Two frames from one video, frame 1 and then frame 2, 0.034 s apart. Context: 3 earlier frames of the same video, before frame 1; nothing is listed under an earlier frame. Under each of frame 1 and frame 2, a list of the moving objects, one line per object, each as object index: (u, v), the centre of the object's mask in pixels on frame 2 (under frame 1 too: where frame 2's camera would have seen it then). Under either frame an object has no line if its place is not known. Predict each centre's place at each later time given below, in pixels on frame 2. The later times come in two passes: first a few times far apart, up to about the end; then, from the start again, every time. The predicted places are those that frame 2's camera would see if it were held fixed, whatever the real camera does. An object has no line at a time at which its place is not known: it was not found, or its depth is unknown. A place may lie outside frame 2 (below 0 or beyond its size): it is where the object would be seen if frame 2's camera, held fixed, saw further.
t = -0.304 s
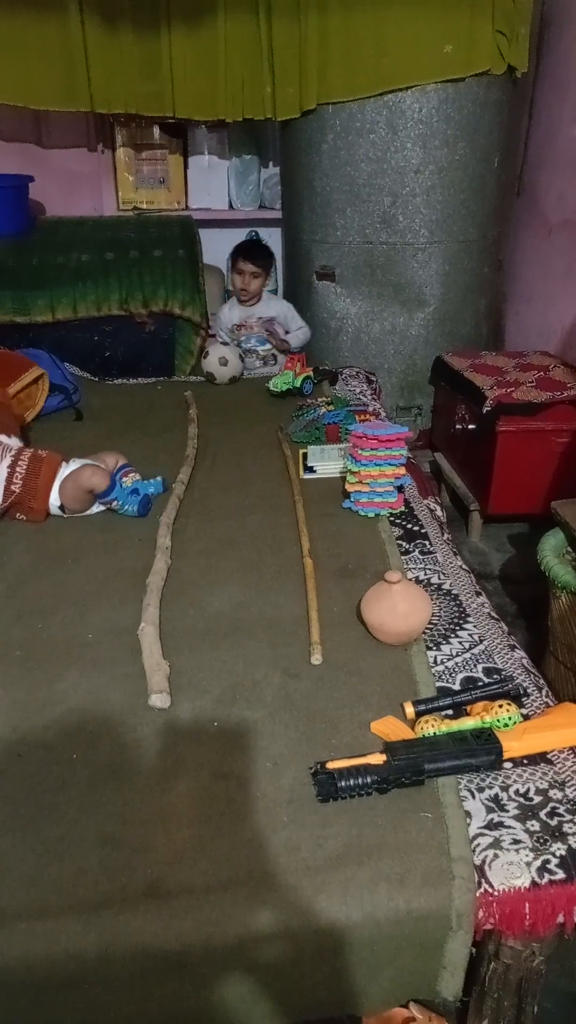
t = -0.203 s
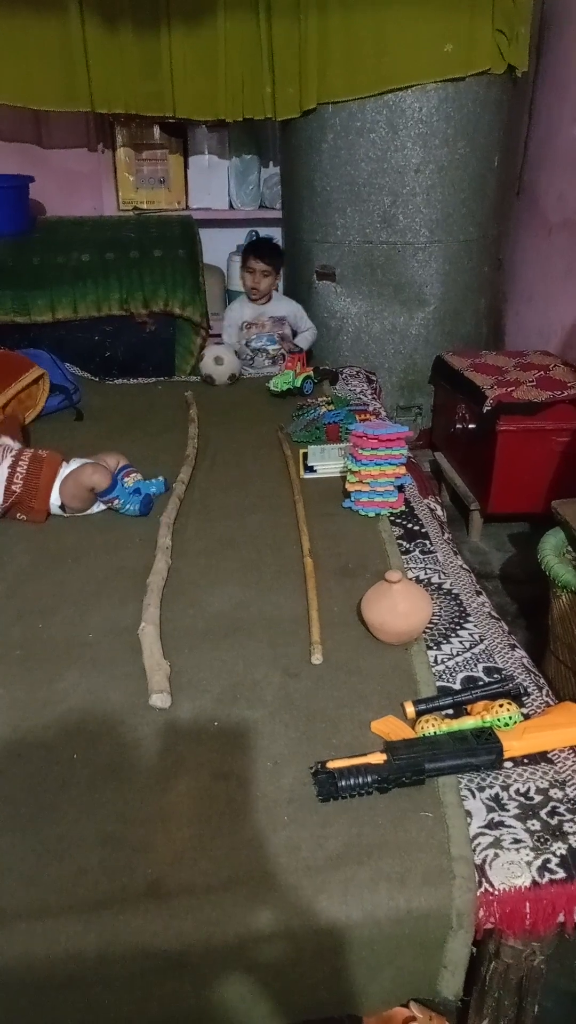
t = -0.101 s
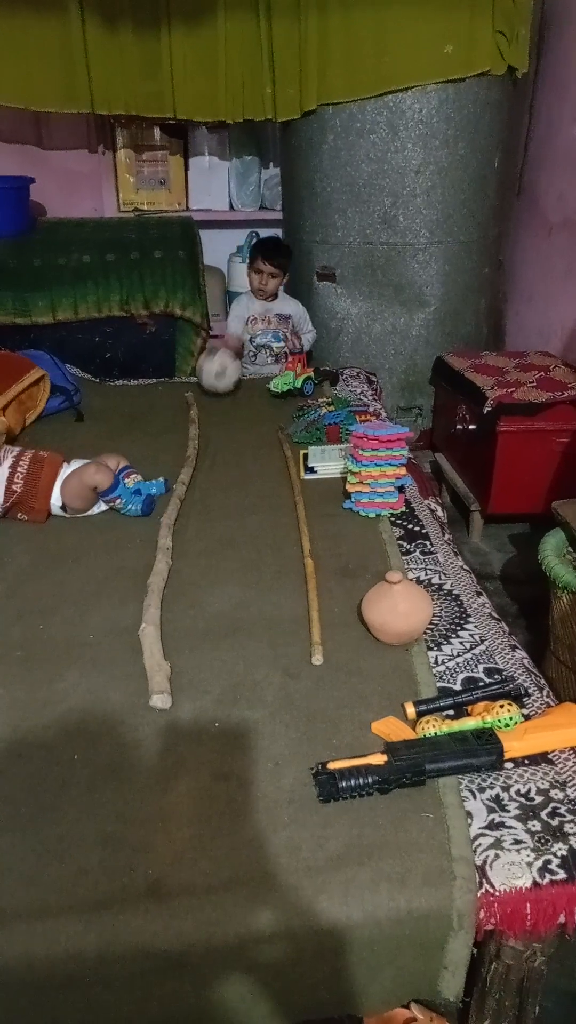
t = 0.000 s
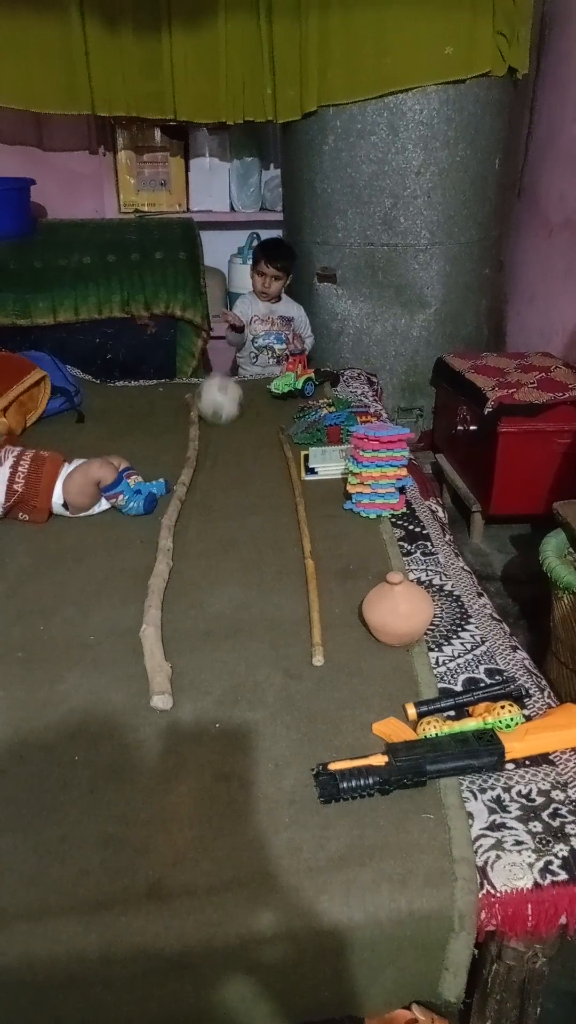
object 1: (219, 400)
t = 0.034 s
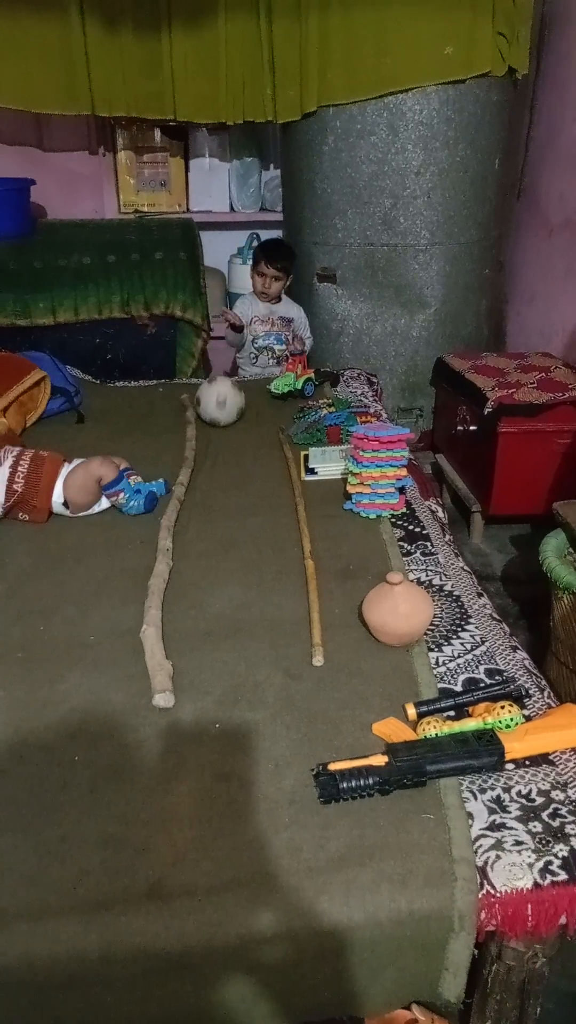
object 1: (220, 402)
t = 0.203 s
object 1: (227, 424)
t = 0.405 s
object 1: (235, 454)
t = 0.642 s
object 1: (233, 490)
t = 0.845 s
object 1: (220, 519)
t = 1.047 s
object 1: (196, 550)
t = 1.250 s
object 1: (195, 576)
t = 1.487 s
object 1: (201, 605)
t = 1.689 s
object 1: (202, 621)
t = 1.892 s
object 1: (207, 627)
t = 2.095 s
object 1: (204, 626)
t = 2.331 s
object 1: (202, 624)
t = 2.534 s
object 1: (202, 624)
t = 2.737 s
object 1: (202, 624)
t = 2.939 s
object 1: (202, 624)
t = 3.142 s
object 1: (202, 624)
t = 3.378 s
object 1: (202, 624)
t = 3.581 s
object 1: (202, 624)
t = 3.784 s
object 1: (202, 624)
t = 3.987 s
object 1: (202, 624)
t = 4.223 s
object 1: (202, 624)
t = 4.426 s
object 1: (202, 624)
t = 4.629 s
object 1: (202, 624)
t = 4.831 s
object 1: (202, 624)
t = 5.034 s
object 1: (201, 624)
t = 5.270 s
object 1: (201, 624)
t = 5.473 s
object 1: (202, 624)
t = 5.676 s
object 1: (201, 624)
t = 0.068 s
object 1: (221, 403)
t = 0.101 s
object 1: (223, 408)
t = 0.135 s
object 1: (224, 416)
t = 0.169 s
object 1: (225, 419)
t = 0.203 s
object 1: (227, 424)
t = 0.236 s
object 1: (228, 430)
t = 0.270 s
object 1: (230, 433)
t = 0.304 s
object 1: (232, 439)
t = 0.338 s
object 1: (233, 444)
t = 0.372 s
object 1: (234, 448)
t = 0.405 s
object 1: (235, 454)
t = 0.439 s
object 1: (234, 458)
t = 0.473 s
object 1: (234, 462)
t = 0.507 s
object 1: (234, 465)
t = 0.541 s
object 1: (234, 470)
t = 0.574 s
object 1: (234, 476)
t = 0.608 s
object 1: (234, 482)
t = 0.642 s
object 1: (233, 490)
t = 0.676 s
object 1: (232, 492)
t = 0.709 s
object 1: (230, 495)
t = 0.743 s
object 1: (228, 503)
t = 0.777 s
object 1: (225, 507)
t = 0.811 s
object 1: (223, 513)
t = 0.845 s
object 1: (220, 519)
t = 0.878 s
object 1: (217, 524)
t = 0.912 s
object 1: (213, 530)
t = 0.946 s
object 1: (209, 535)
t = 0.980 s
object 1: (205, 540)
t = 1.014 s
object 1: (200, 547)
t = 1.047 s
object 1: (196, 550)
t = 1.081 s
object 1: (195, 554)
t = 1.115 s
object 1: (195, 559)
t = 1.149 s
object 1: (194, 563)
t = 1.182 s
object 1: (194, 568)
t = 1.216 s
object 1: (195, 572)
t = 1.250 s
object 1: (195, 576)
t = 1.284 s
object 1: (195, 580)
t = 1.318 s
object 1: (195, 584)
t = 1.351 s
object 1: (196, 589)
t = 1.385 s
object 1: (197, 593)
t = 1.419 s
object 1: (199, 597)
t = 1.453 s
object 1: (200, 601)
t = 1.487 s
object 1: (201, 605)
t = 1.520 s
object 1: (201, 608)
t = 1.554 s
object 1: (202, 611)
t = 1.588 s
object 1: (203, 614)
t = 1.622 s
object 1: (203, 616)
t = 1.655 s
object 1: (203, 618)
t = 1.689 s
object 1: (202, 621)
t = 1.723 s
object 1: (202, 623)
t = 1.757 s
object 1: (202, 624)
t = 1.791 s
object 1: (203, 625)
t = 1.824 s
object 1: (205, 626)
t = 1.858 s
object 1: (206, 626)
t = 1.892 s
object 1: (207, 627)
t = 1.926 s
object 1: (207, 627)
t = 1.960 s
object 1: (206, 627)
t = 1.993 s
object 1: (206, 627)
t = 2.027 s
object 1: (205, 627)
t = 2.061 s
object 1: (204, 627)
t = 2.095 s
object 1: (204, 626)
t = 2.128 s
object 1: (204, 626)
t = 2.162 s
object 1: (204, 626)
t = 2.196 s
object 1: (203, 625)
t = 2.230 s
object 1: (203, 625)
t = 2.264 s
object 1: (203, 624)
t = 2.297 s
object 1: (202, 624)
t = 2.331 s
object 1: (202, 624)
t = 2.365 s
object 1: (202, 624)
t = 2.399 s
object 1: (202, 624)
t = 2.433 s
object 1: (202, 624)
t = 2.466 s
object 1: (202, 624)
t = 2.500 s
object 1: (202, 624)
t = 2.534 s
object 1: (202, 624)
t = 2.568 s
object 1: (202, 624)
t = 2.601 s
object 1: (202, 624)
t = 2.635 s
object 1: (202, 624)
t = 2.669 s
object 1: (202, 624)
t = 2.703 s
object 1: (202, 624)
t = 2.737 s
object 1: (202, 624)
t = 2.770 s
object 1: (202, 624)
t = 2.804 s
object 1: (202, 624)
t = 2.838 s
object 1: (202, 624)
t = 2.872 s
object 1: (202, 624)
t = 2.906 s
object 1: (202, 624)
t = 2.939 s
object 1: (202, 624)
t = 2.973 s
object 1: (202, 624)
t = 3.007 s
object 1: (202, 624)
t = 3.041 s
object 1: (202, 624)
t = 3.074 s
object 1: (202, 624)
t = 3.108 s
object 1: (202, 624)
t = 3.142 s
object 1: (202, 624)
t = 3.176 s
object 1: (202, 624)
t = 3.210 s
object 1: (202, 624)
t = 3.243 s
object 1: (202, 624)
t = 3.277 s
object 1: (202, 624)
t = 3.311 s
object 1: (202, 624)
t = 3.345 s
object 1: (202, 624)
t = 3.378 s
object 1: (202, 624)
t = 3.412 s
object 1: (202, 624)
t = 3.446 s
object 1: (202, 624)
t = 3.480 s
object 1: (202, 624)
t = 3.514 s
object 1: (202, 624)
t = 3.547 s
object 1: (202, 624)
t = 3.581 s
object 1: (202, 624)
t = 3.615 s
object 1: (202, 624)
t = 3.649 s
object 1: (202, 624)
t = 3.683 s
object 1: (202, 624)
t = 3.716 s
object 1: (202, 624)
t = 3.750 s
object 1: (202, 624)
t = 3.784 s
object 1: (202, 624)
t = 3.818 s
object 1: (202, 624)
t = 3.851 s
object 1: (202, 624)
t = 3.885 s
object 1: (202, 624)
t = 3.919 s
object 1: (202, 624)
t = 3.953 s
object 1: (202, 624)
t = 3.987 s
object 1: (202, 624)
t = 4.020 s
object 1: (202, 624)
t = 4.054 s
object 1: (202, 624)
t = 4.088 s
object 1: (202, 624)
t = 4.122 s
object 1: (202, 624)
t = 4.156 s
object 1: (202, 624)
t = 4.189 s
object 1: (202, 624)
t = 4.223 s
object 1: (202, 624)
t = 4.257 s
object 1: (202, 624)
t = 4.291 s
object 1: (202, 624)
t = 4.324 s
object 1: (202, 624)
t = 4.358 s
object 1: (201, 624)
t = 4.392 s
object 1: (202, 624)
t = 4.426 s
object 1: (202, 624)
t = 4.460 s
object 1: (202, 624)
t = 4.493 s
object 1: (202, 623)
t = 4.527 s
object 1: (202, 624)
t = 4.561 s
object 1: (202, 624)
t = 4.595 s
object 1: (202, 624)
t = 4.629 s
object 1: (202, 624)
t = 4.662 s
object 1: (202, 624)
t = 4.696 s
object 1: (202, 624)
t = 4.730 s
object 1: (202, 624)
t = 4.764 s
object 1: (202, 624)
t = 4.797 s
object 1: (202, 624)
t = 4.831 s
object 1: (202, 624)
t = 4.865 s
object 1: (202, 624)
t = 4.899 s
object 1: (202, 624)
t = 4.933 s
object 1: (201, 624)
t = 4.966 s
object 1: (202, 624)
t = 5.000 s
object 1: (201, 624)
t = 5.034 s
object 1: (201, 624)
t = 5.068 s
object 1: (202, 624)
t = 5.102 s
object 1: (201, 624)
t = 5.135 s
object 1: (201, 624)
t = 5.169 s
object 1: (201, 624)
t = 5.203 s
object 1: (201, 623)
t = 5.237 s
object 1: (202, 623)
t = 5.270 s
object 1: (201, 624)
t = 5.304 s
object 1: (202, 623)
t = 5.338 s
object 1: (201, 623)
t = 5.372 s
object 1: (201, 624)
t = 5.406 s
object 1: (201, 624)
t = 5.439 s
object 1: (202, 624)
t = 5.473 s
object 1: (202, 624)
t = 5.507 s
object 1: (202, 624)
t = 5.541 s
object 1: (202, 624)
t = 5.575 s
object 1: (201, 624)
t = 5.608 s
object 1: (202, 624)
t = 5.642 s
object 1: (202, 624)
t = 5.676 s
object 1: (201, 624)
